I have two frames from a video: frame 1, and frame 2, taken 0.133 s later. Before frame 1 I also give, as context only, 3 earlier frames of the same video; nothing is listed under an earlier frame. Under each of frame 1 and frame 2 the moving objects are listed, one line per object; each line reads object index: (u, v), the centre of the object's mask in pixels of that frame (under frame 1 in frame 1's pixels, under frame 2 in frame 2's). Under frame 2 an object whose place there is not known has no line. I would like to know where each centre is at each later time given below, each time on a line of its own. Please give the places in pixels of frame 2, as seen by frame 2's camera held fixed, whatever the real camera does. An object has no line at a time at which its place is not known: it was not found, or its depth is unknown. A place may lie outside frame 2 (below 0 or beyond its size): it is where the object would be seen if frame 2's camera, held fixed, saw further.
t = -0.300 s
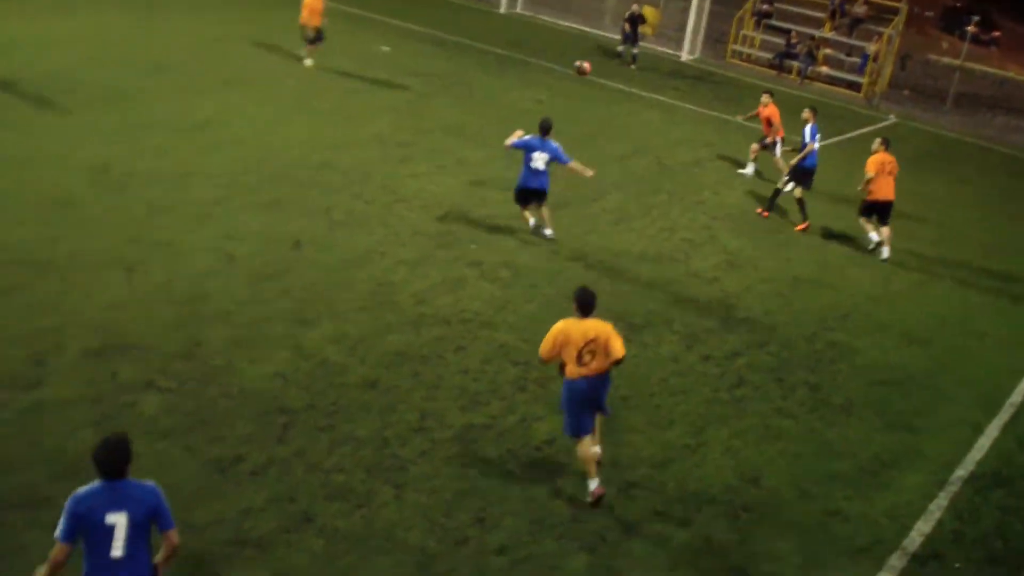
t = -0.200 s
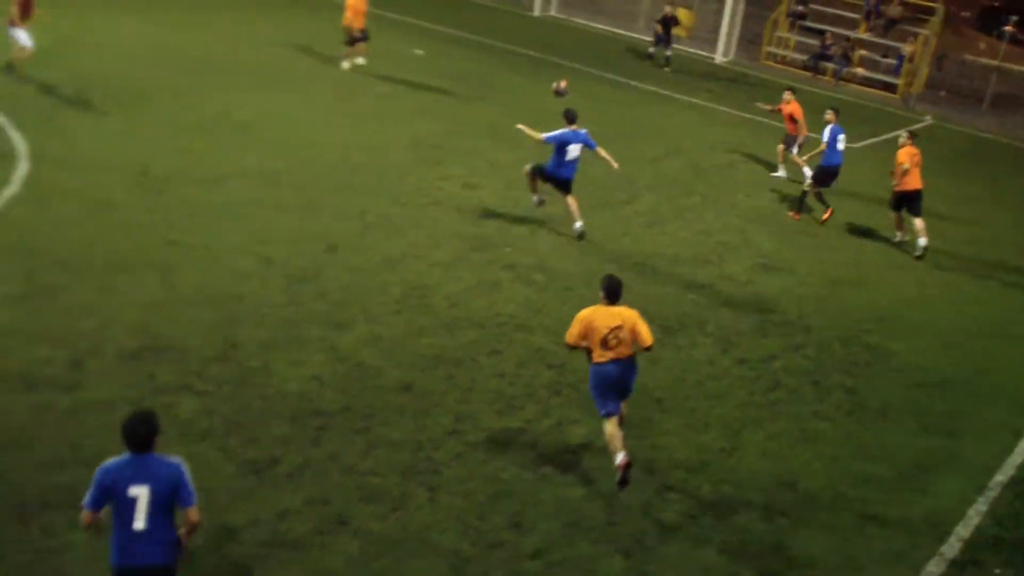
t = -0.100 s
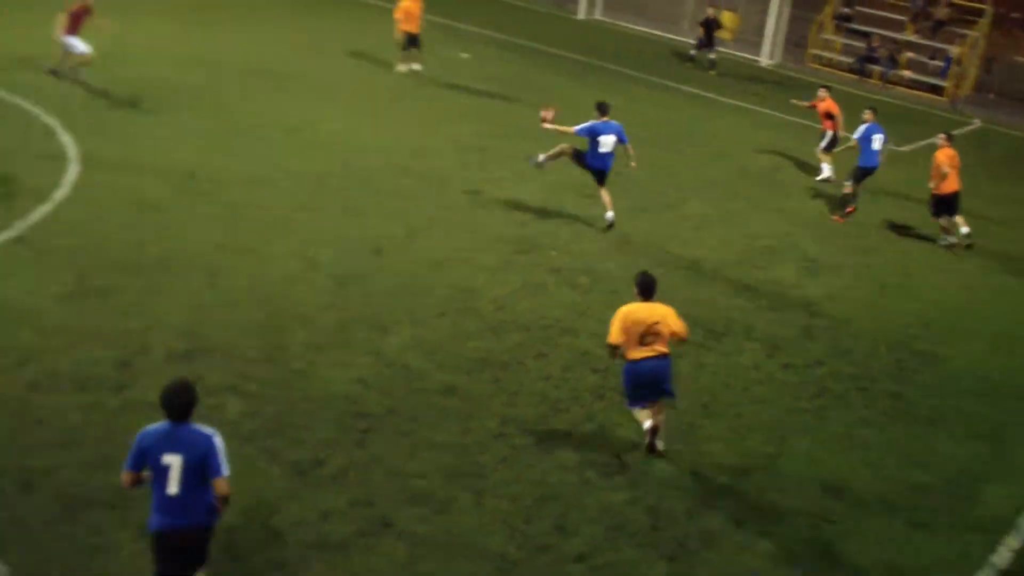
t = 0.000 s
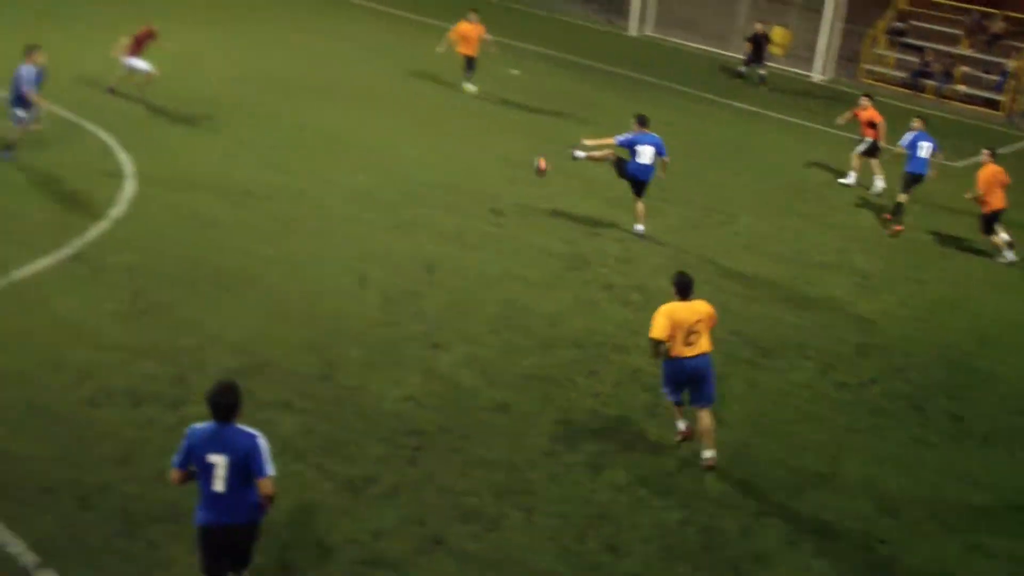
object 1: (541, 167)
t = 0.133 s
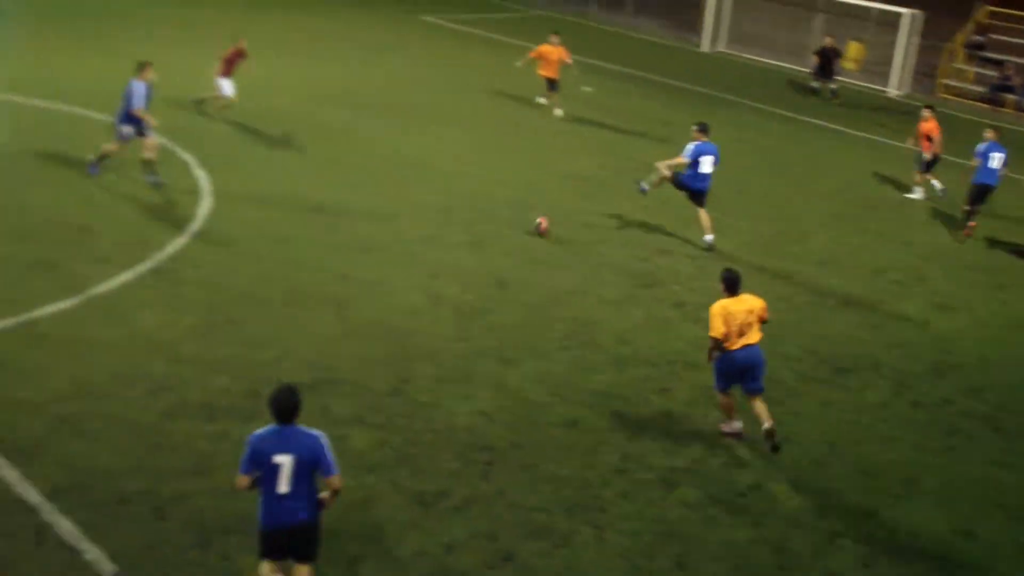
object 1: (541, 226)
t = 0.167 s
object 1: (535, 212)
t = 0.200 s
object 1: (530, 200)
